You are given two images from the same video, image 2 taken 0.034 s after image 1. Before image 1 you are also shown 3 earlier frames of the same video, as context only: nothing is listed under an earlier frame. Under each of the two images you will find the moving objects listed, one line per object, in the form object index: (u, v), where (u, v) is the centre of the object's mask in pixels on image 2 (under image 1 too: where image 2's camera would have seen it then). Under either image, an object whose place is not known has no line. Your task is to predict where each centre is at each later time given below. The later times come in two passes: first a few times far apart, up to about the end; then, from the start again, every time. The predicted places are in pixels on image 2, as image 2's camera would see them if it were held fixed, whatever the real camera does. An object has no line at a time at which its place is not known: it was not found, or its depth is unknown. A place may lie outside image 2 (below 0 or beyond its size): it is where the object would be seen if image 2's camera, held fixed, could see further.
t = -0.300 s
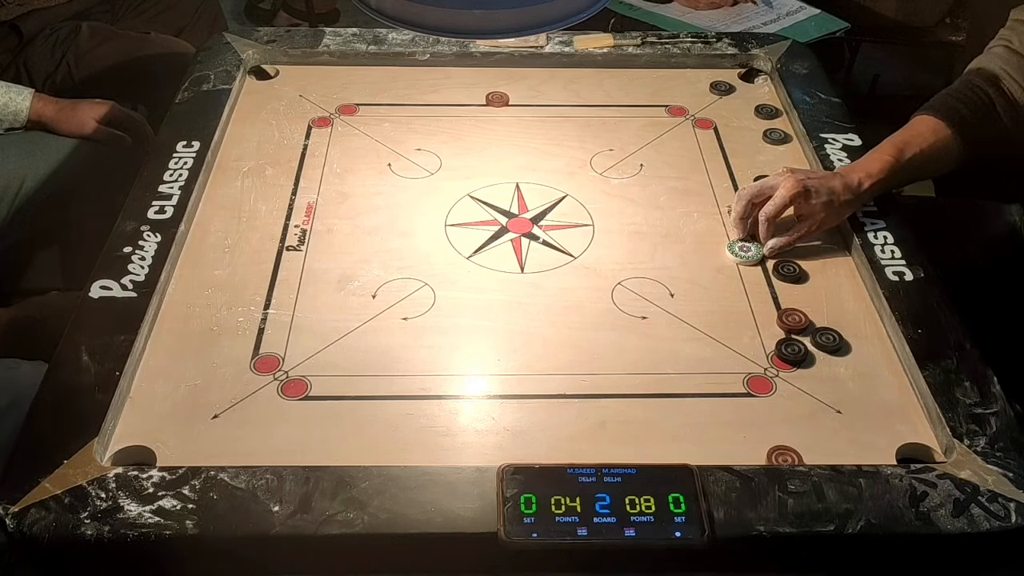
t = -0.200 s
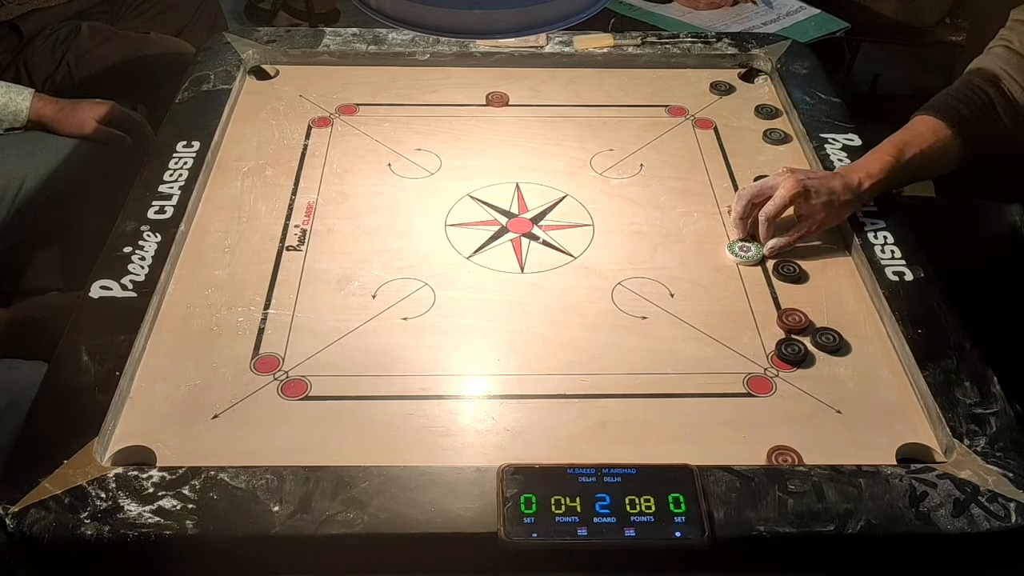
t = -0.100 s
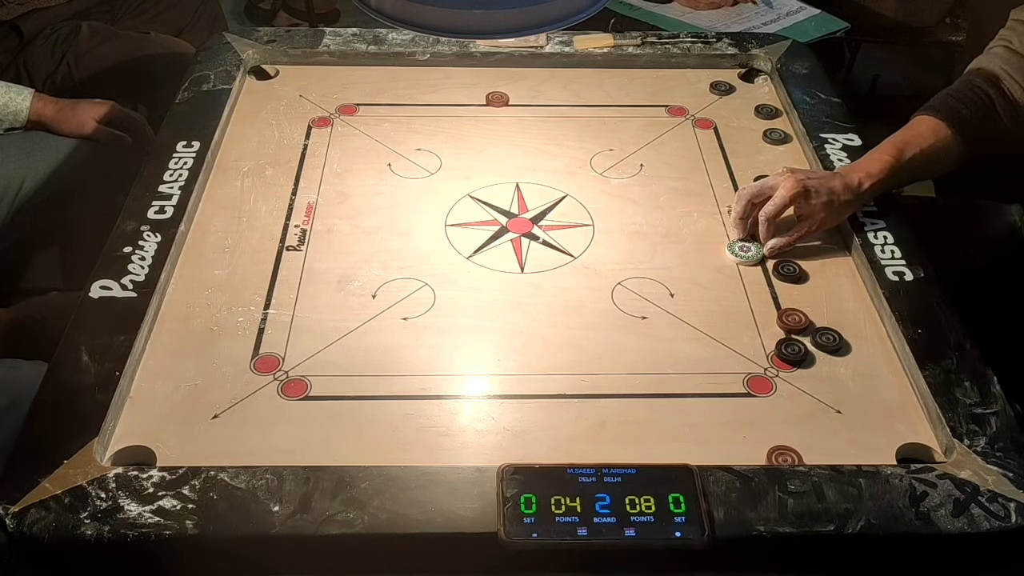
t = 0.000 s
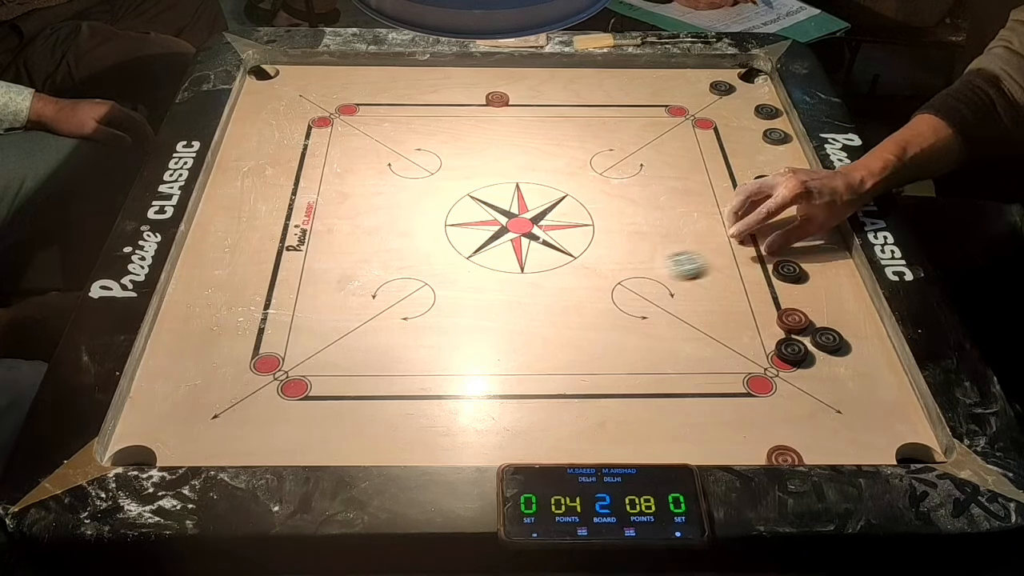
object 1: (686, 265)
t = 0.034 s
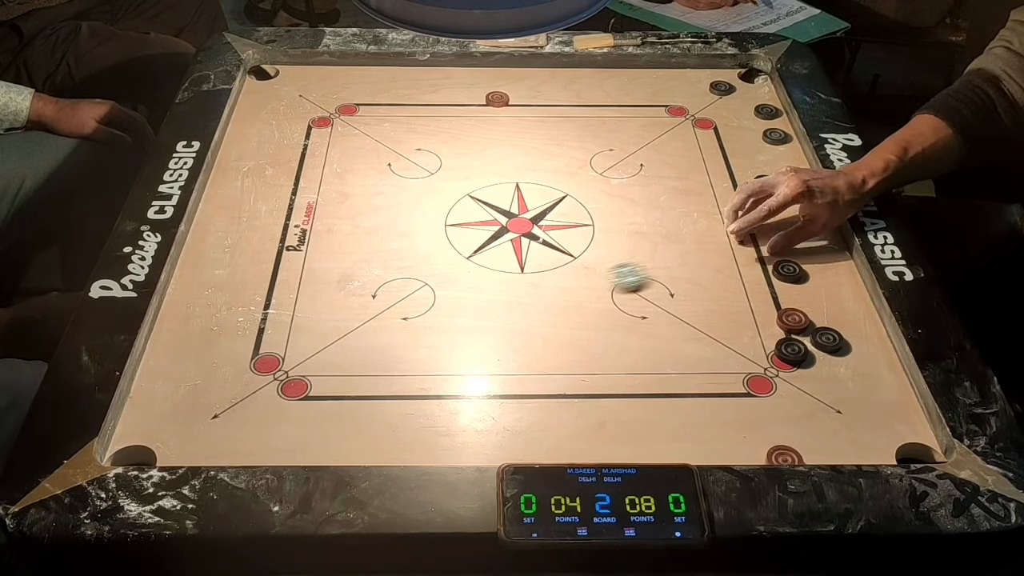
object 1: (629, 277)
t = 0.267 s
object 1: (207, 365)
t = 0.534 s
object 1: (456, 422)
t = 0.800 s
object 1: (720, 453)
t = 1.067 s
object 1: (787, 439)
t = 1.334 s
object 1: (791, 439)
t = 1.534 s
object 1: (791, 439)
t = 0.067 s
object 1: (570, 290)
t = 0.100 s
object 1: (510, 302)
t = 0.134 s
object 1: (451, 314)
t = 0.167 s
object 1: (390, 327)
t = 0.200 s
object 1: (329, 340)
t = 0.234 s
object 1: (269, 352)
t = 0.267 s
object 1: (207, 365)
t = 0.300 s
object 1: (158, 377)
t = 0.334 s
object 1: (205, 384)
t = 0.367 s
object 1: (249, 391)
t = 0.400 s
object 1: (294, 398)
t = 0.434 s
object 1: (337, 405)
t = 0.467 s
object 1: (378, 411)
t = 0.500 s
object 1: (418, 417)
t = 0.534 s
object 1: (456, 422)
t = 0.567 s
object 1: (495, 428)
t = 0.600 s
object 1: (532, 434)
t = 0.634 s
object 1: (567, 439)
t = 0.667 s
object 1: (601, 443)
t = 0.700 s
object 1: (633, 446)
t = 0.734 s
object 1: (663, 449)
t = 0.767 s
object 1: (693, 451)
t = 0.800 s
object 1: (720, 453)
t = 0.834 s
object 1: (744, 453)
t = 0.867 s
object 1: (754, 451)
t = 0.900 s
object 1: (763, 448)
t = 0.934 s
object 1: (770, 446)
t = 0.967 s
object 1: (776, 443)
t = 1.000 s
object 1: (781, 442)
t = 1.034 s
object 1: (785, 440)
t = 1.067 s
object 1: (787, 439)
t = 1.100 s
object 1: (788, 438)
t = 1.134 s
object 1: (789, 439)
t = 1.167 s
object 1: (790, 439)
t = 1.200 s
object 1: (791, 439)
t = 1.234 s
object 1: (791, 439)
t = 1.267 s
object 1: (791, 439)
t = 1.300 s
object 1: (791, 439)
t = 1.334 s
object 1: (791, 439)
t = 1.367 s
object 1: (791, 439)
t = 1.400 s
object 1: (791, 439)
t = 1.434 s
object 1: (791, 439)
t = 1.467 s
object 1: (791, 439)
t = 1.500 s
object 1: (791, 439)
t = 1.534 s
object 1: (791, 439)
